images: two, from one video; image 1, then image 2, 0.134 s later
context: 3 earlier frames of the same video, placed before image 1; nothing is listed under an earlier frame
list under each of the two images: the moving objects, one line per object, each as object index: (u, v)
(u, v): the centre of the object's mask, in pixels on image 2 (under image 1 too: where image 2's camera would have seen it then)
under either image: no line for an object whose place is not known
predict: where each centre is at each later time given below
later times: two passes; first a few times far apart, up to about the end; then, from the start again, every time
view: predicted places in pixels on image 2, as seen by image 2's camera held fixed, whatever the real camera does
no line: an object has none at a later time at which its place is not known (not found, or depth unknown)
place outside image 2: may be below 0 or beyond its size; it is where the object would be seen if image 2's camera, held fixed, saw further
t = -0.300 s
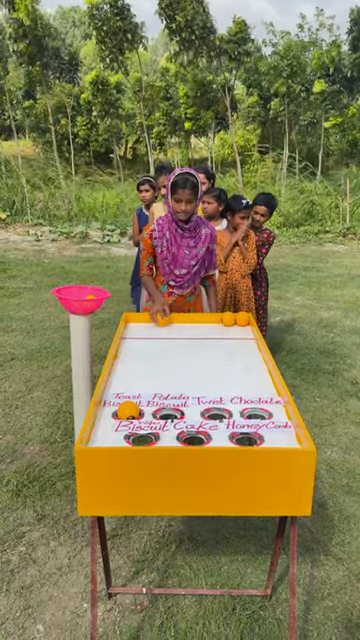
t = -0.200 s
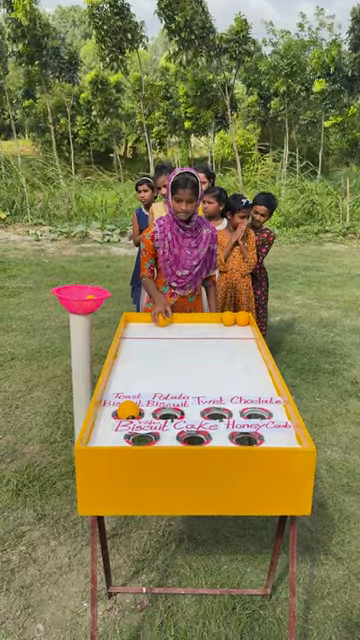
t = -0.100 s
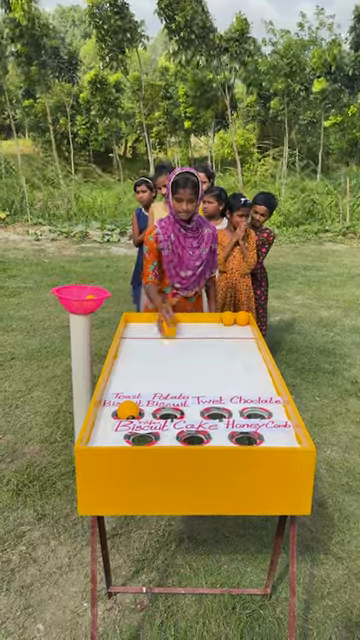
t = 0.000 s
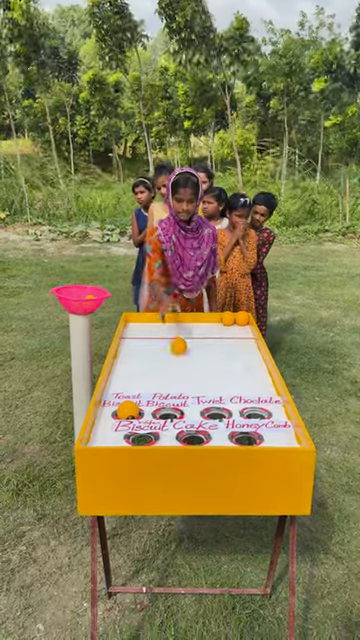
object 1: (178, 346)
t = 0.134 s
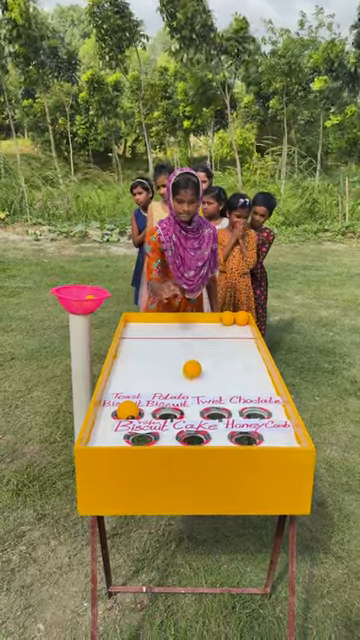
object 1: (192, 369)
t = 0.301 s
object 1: (211, 400)
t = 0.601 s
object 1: (267, 437)
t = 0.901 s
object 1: (267, 430)
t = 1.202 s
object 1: (245, 417)
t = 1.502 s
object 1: (220, 405)
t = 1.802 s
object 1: (195, 406)
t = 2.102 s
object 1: (175, 408)
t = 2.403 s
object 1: (168, 409)
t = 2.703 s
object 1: (168, 410)
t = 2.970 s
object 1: (168, 410)
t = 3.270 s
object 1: (168, 410)
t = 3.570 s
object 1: (168, 410)
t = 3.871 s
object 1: (168, 410)
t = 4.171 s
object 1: (168, 410)
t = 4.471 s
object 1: (168, 410)
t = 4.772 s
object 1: (168, 410)
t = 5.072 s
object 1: (168, 410)
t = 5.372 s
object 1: (168, 410)
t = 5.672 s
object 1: (168, 410)
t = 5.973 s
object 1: (168, 410)
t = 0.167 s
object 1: (196, 375)
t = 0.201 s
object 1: (199, 381)
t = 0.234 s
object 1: (203, 388)
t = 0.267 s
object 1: (207, 394)
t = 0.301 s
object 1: (211, 400)
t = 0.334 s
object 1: (216, 408)
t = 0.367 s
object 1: (220, 406)
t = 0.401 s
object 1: (225, 407)
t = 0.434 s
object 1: (229, 412)
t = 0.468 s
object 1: (234, 420)
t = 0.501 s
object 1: (239, 430)
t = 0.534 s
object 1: (248, 433)
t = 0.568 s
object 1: (258, 435)
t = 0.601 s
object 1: (267, 437)
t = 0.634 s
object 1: (276, 440)
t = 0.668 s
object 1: (283, 439)
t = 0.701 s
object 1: (291, 438)
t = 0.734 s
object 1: (288, 436)
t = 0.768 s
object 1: (280, 435)
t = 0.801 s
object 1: (276, 433)
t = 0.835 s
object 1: (272, 432)
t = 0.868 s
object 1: (269, 430)
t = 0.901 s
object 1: (267, 430)
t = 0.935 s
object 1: (265, 428)
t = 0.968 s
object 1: (263, 427)
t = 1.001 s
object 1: (260, 425)
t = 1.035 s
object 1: (258, 424)
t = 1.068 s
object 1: (255, 423)
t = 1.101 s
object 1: (252, 421)
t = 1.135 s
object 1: (249, 419)
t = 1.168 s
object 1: (247, 418)
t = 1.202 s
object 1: (245, 417)
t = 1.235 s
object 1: (243, 416)
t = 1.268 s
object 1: (240, 414)
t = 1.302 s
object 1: (237, 412)
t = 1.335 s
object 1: (234, 410)
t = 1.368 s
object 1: (232, 409)
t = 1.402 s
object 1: (230, 407)
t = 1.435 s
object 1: (229, 406)
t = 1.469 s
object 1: (225, 405)
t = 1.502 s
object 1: (220, 405)
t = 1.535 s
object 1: (215, 405)
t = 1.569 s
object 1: (211, 404)
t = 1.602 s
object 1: (208, 404)
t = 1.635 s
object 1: (206, 404)
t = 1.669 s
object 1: (203, 405)
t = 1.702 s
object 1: (202, 405)
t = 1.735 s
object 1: (199, 406)
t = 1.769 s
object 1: (197, 406)
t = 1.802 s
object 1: (195, 406)
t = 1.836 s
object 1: (193, 407)
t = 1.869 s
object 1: (191, 406)
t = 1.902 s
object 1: (188, 407)
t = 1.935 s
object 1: (187, 407)
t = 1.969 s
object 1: (185, 407)
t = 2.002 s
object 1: (182, 407)
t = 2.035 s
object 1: (180, 408)
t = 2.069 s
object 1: (177, 407)
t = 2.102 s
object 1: (175, 408)
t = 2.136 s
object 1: (173, 408)
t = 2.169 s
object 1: (171, 408)
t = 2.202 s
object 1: (168, 409)
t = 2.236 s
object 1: (166, 409)
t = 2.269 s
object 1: (169, 408)
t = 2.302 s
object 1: (170, 408)
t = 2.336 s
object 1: (170, 408)
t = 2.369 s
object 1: (169, 409)
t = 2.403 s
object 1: (168, 409)
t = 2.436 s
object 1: (168, 409)
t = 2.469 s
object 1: (168, 410)
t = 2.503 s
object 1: (168, 410)
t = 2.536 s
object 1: (167, 410)
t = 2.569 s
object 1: (168, 410)
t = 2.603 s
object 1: (168, 410)
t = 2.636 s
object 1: (168, 410)
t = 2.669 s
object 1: (168, 410)
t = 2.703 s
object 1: (168, 410)
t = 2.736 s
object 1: (168, 410)
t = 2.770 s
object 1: (168, 410)
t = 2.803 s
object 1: (168, 410)
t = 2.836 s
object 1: (167, 410)
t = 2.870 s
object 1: (168, 410)
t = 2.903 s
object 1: (168, 410)
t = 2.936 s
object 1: (168, 410)
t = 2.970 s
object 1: (168, 410)
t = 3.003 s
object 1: (168, 410)
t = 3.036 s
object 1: (168, 410)
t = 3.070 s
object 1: (168, 410)
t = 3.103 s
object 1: (168, 410)
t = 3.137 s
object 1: (168, 410)
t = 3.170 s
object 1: (168, 410)
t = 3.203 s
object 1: (168, 410)
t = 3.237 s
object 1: (168, 410)
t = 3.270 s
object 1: (168, 410)
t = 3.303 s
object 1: (168, 410)
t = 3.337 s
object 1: (168, 410)
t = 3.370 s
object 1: (168, 410)
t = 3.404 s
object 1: (168, 410)
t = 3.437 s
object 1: (168, 410)
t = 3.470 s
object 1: (168, 410)
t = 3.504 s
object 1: (168, 410)
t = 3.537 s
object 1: (168, 410)
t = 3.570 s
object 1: (168, 410)
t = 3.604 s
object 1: (168, 410)
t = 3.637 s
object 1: (168, 410)
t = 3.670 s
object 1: (168, 410)
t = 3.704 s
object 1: (168, 410)
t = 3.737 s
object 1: (168, 410)
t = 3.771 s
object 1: (168, 410)
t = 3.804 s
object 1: (168, 410)
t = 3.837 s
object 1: (168, 410)
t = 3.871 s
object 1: (168, 410)
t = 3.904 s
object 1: (168, 410)
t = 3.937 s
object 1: (168, 410)
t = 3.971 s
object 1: (168, 410)
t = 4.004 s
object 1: (168, 410)
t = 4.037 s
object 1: (168, 410)
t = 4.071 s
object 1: (168, 410)
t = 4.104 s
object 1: (168, 410)
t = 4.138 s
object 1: (168, 410)
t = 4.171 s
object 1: (168, 410)
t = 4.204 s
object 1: (168, 410)
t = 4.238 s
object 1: (168, 410)
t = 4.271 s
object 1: (168, 410)
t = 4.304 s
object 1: (168, 410)
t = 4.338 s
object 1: (168, 410)
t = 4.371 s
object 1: (168, 410)
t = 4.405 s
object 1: (168, 410)
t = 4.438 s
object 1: (168, 410)
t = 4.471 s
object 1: (168, 410)
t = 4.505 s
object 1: (168, 410)
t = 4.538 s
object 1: (168, 410)
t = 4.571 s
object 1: (168, 410)
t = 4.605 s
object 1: (168, 410)
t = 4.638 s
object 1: (168, 410)
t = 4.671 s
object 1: (168, 410)
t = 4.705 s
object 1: (168, 410)
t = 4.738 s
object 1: (168, 410)
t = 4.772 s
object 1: (168, 410)
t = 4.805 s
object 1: (168, 410)
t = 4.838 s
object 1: (168, 410)
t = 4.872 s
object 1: (168, 410)
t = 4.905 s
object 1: (168, 410)
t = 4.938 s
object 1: (168, 410)
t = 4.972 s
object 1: (168, 410)
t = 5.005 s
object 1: (168, 410)
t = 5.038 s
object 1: (168, 410)
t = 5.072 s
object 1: (168, 410)
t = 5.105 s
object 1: (168, 410)
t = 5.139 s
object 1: (168, 410)
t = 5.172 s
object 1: (168, 410)
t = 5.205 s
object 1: (168, 410)
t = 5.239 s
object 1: (168, 410)
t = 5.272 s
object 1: (168, 410)
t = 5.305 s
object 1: (168, 410)
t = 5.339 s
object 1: (168, 410)
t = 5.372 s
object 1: (168, 410)
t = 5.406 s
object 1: (168, 410)
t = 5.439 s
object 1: (168, 410)
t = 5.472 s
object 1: (168, 410)
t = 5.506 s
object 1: (168, 410)
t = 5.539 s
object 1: (168, 410)
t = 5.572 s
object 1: (168, 410)
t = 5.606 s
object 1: (168, 410)
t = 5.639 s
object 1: (168, 410)
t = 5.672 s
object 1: (168, 410)
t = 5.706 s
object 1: (168, 410)
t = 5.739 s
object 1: (168, 410)
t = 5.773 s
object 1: (168, 410)
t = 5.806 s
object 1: (168, 410)
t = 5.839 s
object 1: (168, 410)
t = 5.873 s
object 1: (168, 410)
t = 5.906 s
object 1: (168, 410)
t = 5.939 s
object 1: (168, 410)
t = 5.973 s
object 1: (168, 410)
